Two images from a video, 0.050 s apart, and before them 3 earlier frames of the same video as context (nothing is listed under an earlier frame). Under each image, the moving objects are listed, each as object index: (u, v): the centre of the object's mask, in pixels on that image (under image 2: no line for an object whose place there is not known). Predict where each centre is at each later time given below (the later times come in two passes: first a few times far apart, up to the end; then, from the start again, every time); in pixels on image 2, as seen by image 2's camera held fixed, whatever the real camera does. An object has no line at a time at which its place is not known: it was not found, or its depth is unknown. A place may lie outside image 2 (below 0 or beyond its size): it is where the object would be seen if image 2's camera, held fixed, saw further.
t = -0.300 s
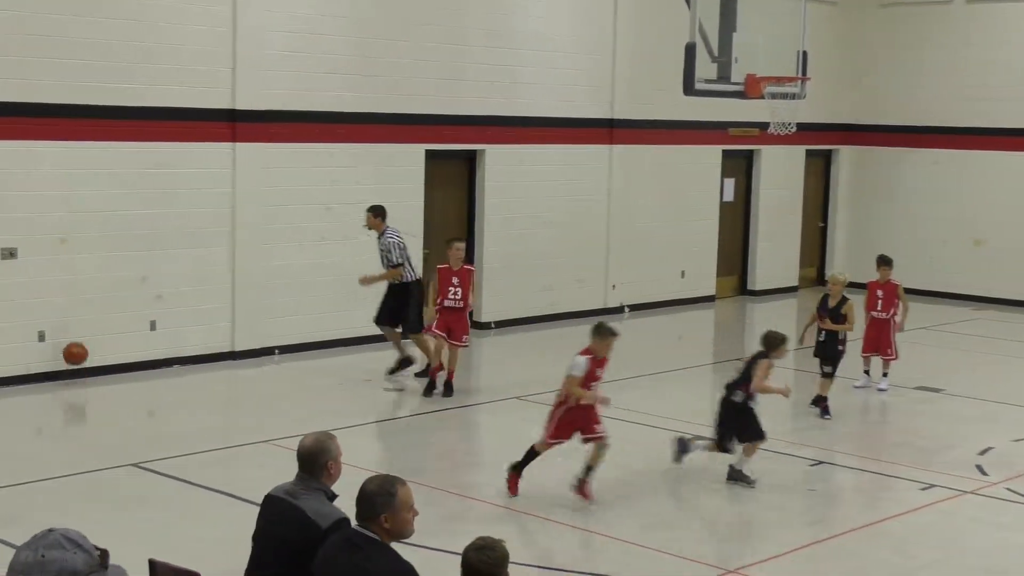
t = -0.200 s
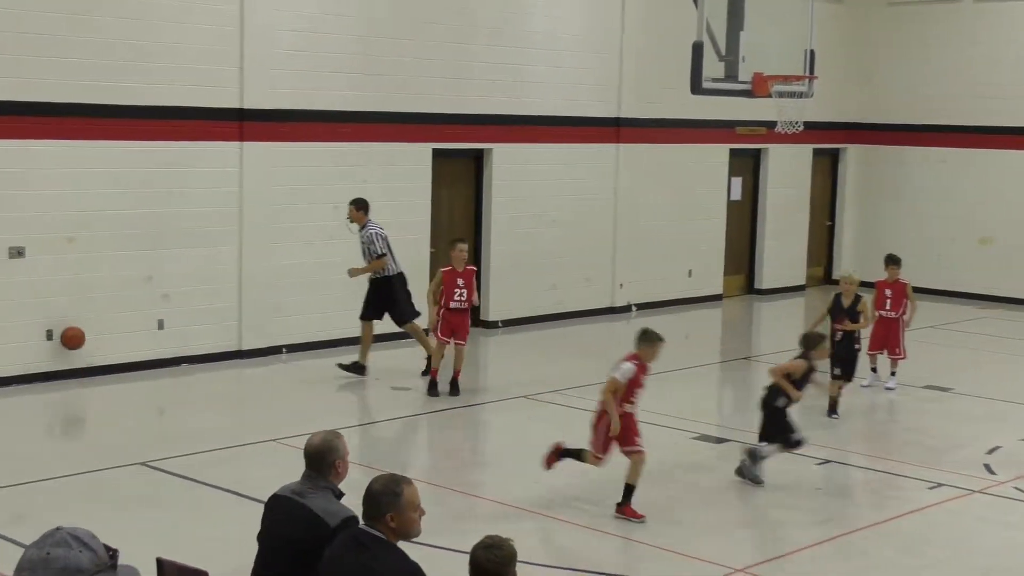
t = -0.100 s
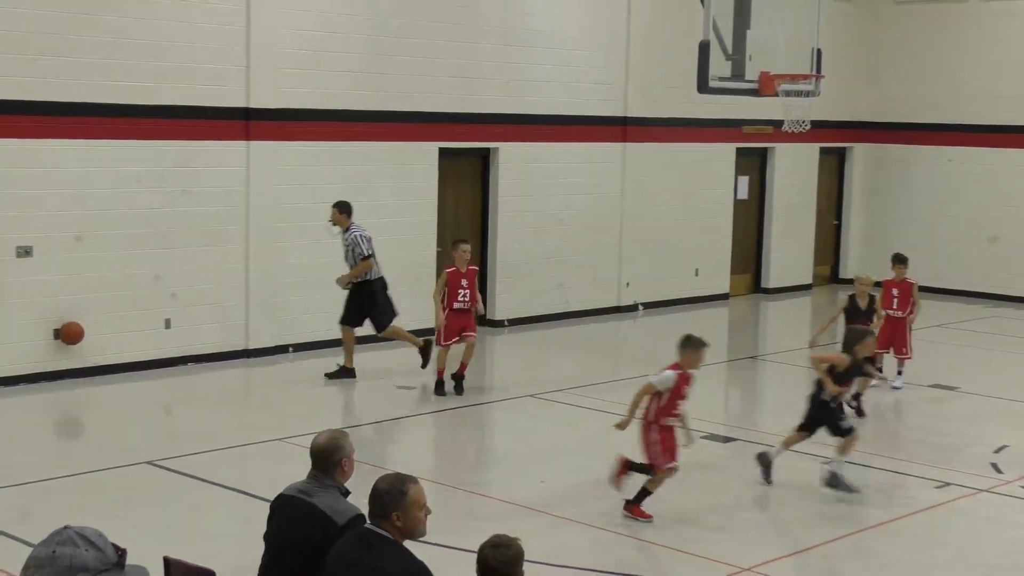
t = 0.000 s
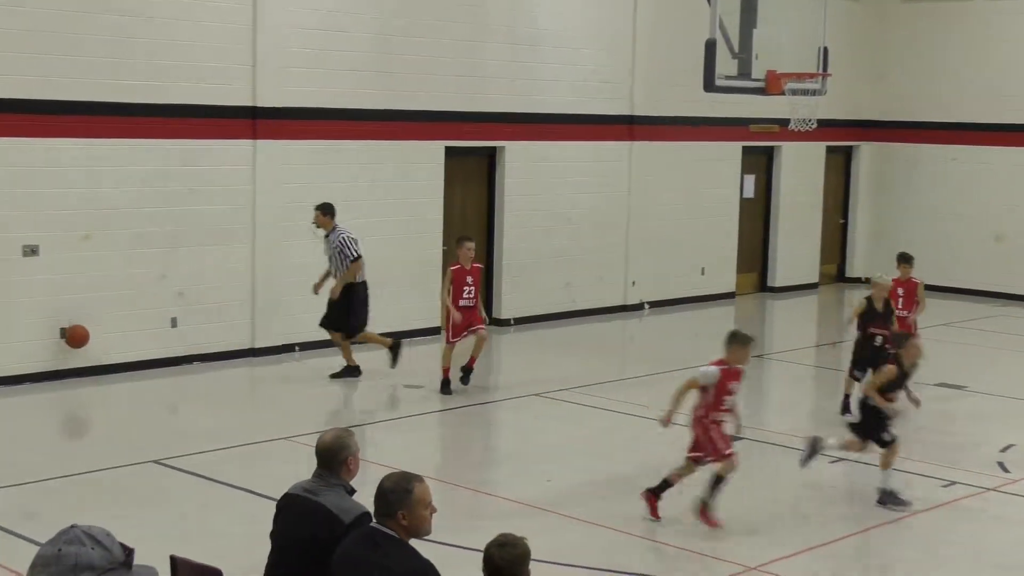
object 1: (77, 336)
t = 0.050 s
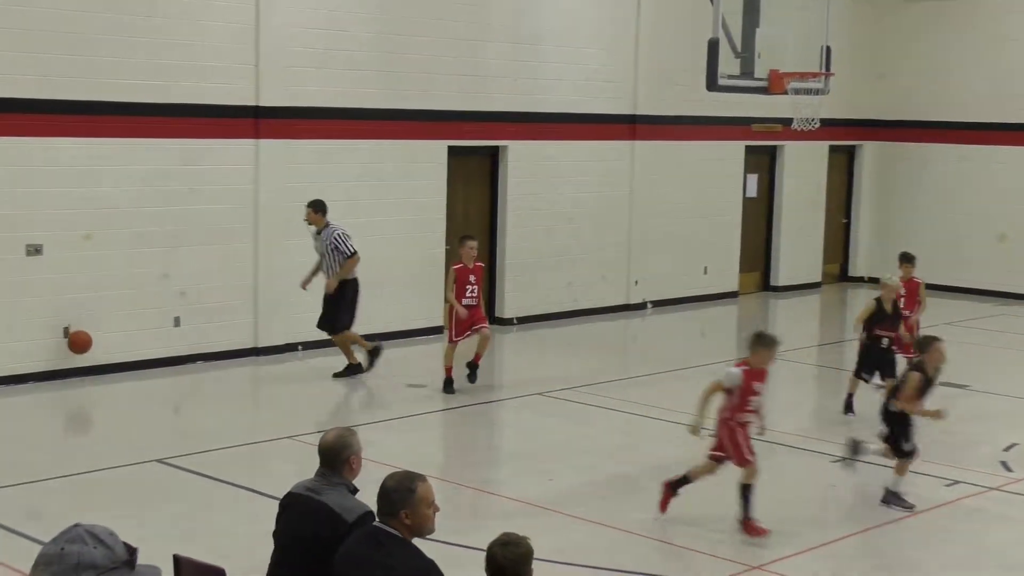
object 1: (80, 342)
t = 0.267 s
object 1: (74, 358)
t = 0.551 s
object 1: (62, 354)
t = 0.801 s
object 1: (54, 359)
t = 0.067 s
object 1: (79, 345)
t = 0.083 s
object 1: (78, 347)
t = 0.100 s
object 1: (79, 351)
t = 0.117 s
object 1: (78, 355)
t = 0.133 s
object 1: (78, 358)
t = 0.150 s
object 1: (78, 363)
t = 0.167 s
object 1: (78, 367)
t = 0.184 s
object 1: (78, 372)
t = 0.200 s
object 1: (77, 372)
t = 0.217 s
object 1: (76, 367)
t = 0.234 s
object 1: (76, 365)
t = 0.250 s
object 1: (75, 363)
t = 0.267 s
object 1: (74, 358)
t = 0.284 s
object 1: (73, 356)
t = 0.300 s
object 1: (73, 353)
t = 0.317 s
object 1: (72, 351)
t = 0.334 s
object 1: (71, 350)
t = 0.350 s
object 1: (71, 349)
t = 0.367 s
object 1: (70, 347)
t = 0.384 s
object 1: (69, 347)
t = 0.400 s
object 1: (68, 346)
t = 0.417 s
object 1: (67, 346)
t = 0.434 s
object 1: (67, 346)
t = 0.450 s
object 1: (66, 346)
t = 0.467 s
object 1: (65, 346)
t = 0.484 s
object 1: (65, 348)
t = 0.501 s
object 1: (64, 349)
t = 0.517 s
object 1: (63, 350)
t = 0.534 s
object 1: (63, 352)
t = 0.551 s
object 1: (62, 354)
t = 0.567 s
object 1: (61, 356)
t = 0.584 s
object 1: (61, 359)
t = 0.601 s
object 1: (60, 362)
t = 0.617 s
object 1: (60, 364)
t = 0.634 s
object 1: (59, 368)
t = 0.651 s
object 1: (58, 372)
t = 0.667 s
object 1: (58, 377)
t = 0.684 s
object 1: (57, 375)
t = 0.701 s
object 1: (57, 371)
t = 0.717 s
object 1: (56, 369)
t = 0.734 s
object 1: (55, 367)
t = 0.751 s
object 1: (55, 365)
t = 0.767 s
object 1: (54, 363)
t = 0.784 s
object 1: (54, 361)
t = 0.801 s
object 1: (54, 359)
